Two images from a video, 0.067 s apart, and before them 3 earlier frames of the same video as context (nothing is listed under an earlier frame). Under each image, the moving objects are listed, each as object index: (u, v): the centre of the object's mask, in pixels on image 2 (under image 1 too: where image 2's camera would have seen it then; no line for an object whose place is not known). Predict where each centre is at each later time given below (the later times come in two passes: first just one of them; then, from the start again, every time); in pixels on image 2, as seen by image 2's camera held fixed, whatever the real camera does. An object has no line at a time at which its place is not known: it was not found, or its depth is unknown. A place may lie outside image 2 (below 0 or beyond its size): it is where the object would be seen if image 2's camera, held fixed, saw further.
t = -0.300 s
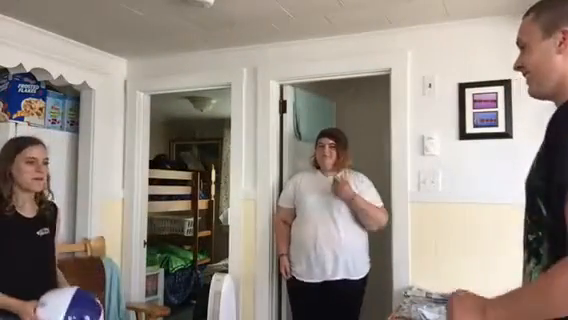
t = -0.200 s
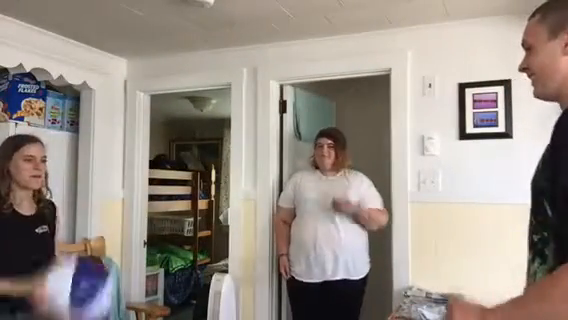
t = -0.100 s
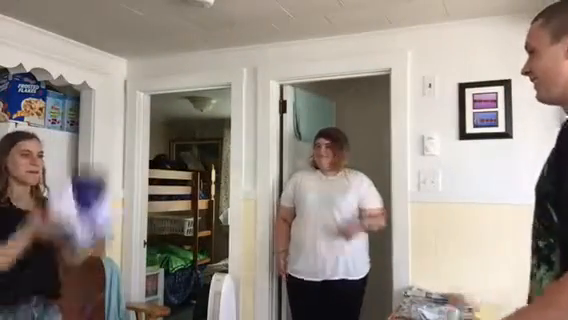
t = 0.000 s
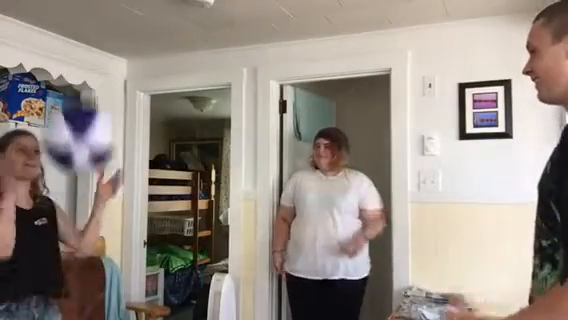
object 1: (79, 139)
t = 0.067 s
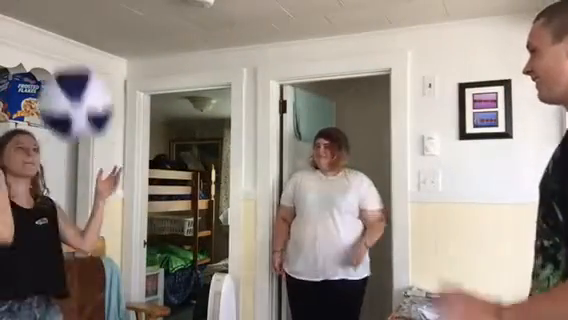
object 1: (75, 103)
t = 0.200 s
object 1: (66, 69)
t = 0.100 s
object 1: (73, 91)
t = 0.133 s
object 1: (71, 81)
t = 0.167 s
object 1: (68, 74)
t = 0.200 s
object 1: (66, 69)
